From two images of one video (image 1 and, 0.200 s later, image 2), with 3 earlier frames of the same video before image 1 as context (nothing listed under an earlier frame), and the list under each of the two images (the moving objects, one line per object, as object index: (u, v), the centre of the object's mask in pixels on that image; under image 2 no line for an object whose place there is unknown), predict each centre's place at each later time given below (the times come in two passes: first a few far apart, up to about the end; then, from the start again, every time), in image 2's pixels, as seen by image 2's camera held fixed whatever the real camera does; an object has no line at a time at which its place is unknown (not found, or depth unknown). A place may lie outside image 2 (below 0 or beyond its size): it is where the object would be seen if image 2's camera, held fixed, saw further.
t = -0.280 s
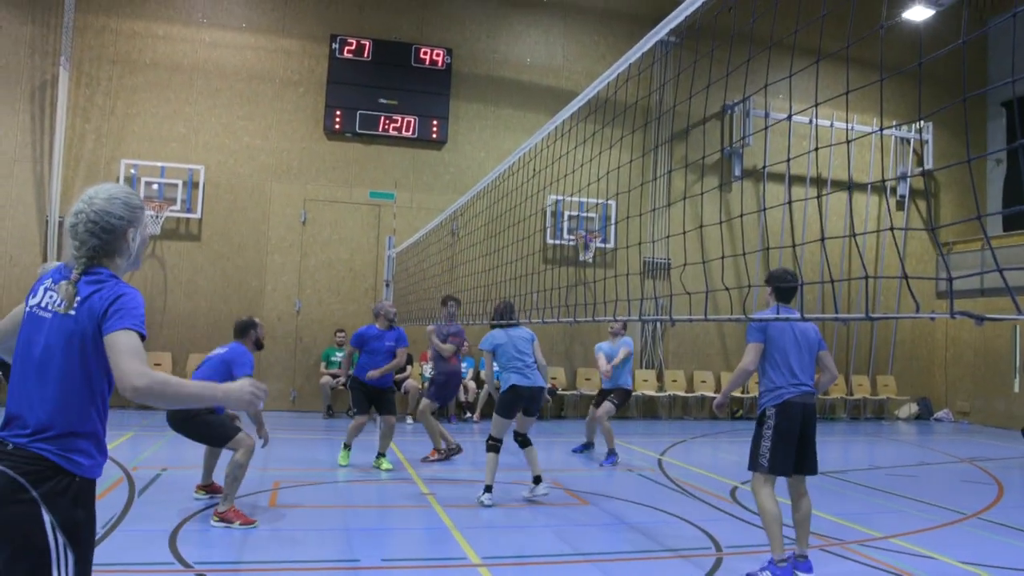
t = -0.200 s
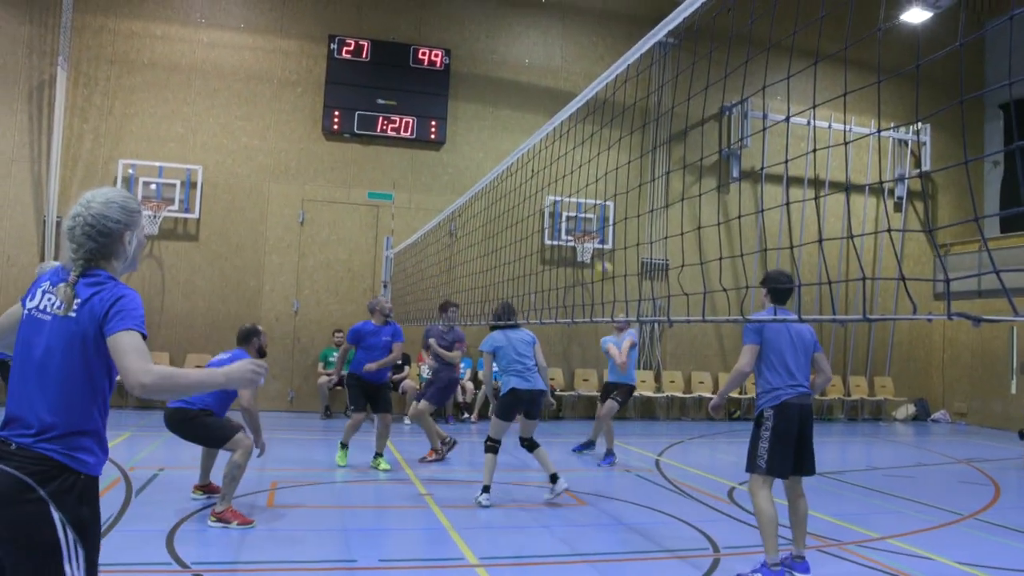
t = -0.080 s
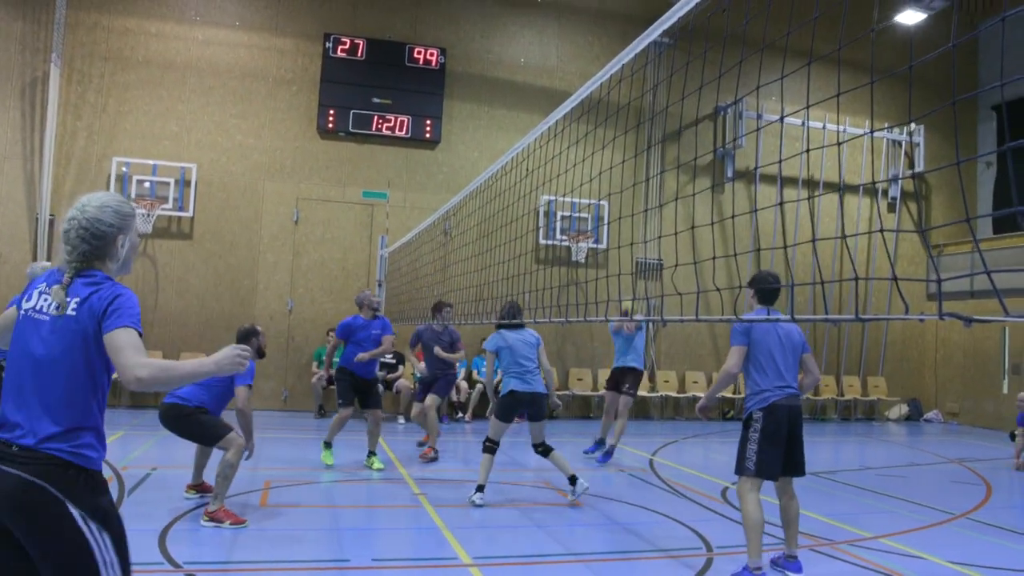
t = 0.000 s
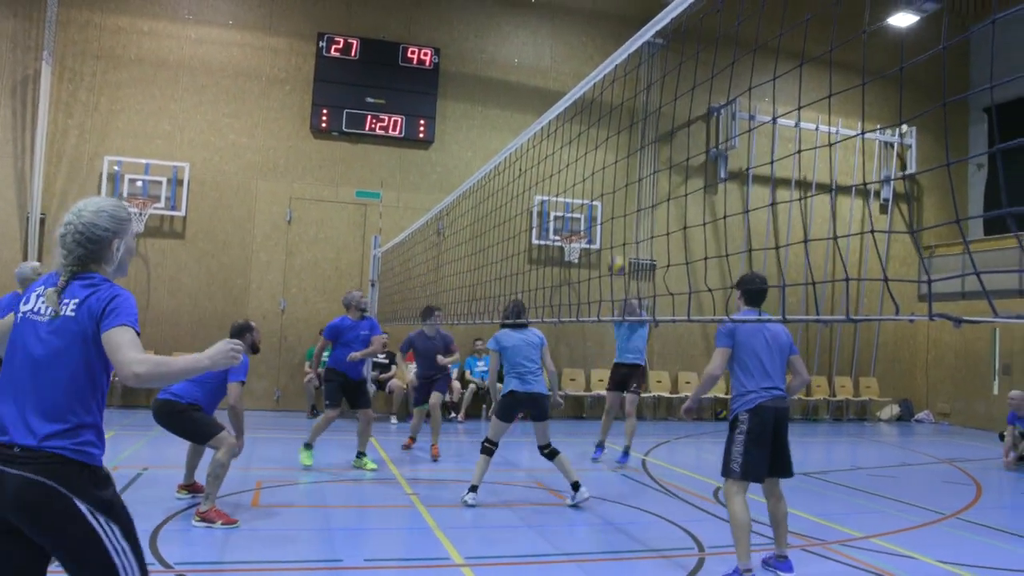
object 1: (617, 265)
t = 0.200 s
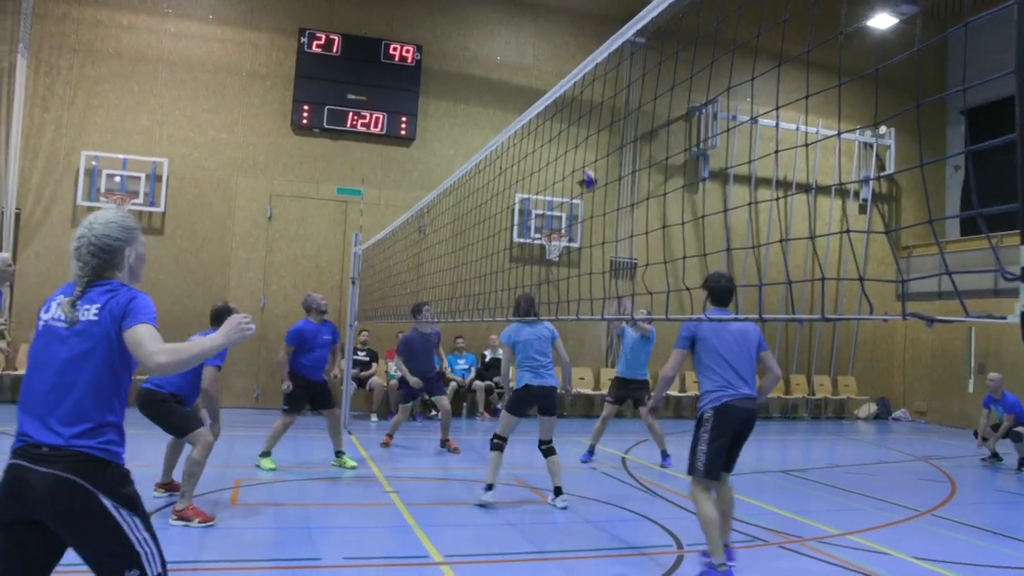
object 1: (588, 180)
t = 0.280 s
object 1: (583, 156)
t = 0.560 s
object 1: (564, 121)
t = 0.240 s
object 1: (586, 168)
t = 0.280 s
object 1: (583, 156)
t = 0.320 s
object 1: (581, 147)
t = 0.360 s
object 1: (578, 139)
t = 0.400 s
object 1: (576, 131)
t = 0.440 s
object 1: (572, 125)
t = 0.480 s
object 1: (570, 123)
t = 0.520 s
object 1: (567, 121)
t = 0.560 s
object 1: (564, 121)
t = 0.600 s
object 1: (562, 122)
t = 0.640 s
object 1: (559, 124)
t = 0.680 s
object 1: (554, 127)
